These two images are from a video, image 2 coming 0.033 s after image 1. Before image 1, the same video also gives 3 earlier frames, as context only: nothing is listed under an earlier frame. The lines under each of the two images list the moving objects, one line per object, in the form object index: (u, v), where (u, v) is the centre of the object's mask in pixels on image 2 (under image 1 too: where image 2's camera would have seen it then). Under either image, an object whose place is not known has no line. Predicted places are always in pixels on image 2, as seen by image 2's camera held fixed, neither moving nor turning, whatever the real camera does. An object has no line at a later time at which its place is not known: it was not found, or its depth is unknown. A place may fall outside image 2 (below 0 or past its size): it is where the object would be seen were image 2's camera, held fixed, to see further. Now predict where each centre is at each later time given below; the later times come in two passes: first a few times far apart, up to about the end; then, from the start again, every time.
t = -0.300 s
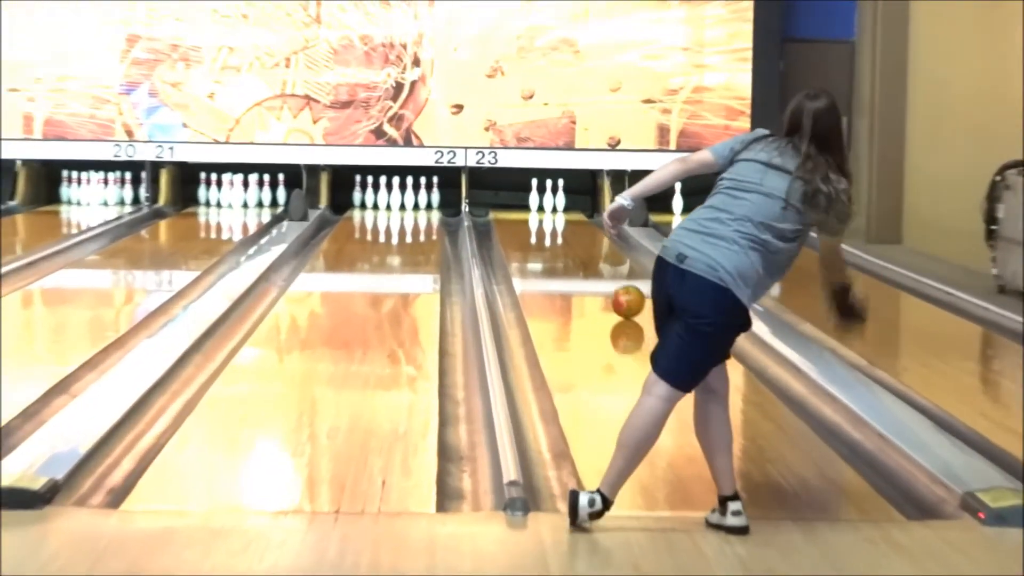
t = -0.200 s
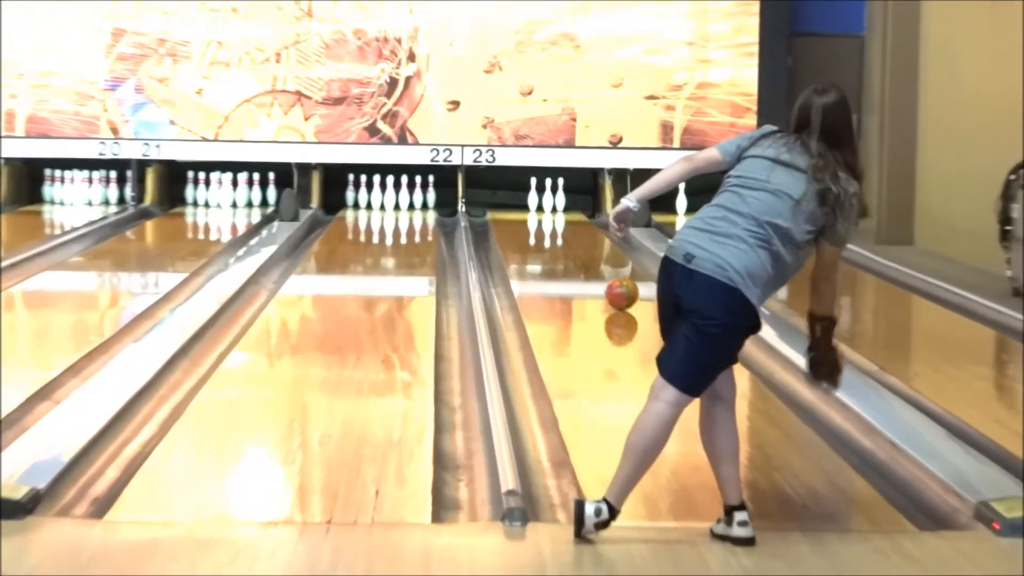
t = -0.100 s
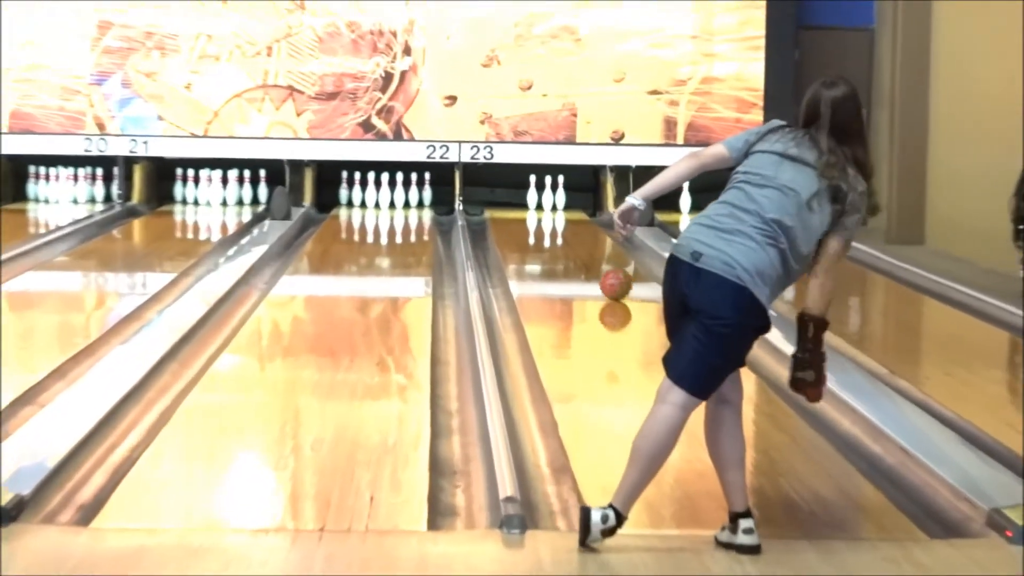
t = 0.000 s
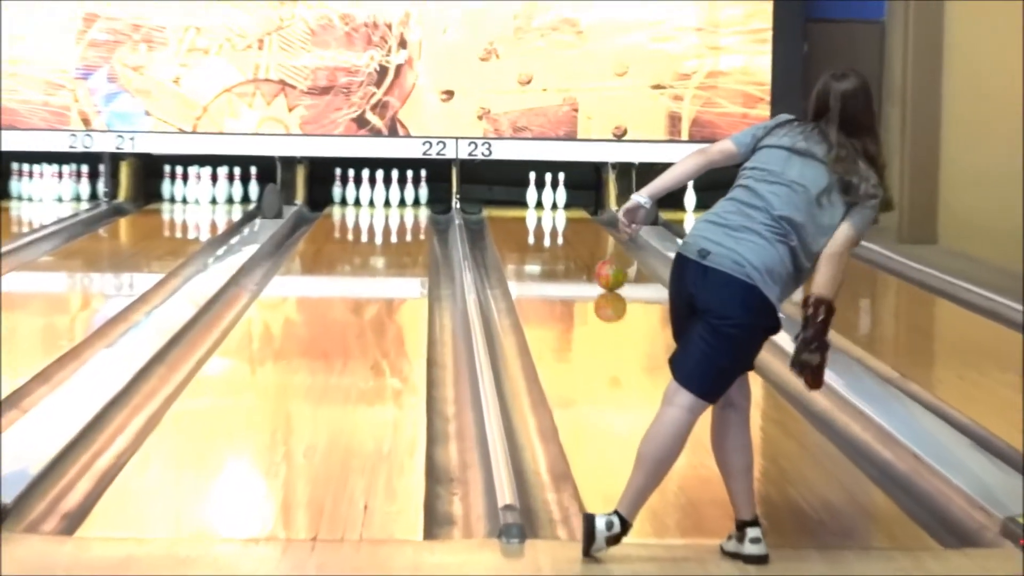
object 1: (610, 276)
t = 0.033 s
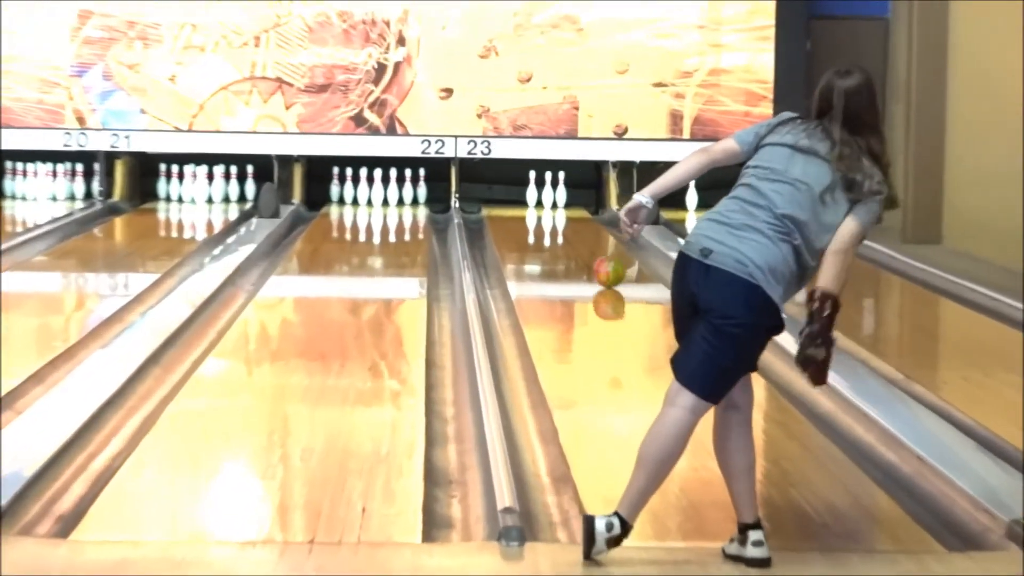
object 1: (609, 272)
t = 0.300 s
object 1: (593, 248)
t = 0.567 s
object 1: (579, 226)
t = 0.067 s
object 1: (607, 268)
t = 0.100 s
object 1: (604, 265)
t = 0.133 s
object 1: (602, 262)
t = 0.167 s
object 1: (600, 259)
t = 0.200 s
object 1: (598, 257)
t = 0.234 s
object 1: (596, 254)
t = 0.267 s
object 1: (594, 252)
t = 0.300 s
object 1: (593, 248)
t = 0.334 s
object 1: (592, 245)
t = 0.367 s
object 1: (590, 242)
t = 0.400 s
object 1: (587, 239)
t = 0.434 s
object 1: (585, 236)
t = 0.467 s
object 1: (585, 234)
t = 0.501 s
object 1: (582, 231)
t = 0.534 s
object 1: (581, 229)
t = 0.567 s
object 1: (579, 226)
